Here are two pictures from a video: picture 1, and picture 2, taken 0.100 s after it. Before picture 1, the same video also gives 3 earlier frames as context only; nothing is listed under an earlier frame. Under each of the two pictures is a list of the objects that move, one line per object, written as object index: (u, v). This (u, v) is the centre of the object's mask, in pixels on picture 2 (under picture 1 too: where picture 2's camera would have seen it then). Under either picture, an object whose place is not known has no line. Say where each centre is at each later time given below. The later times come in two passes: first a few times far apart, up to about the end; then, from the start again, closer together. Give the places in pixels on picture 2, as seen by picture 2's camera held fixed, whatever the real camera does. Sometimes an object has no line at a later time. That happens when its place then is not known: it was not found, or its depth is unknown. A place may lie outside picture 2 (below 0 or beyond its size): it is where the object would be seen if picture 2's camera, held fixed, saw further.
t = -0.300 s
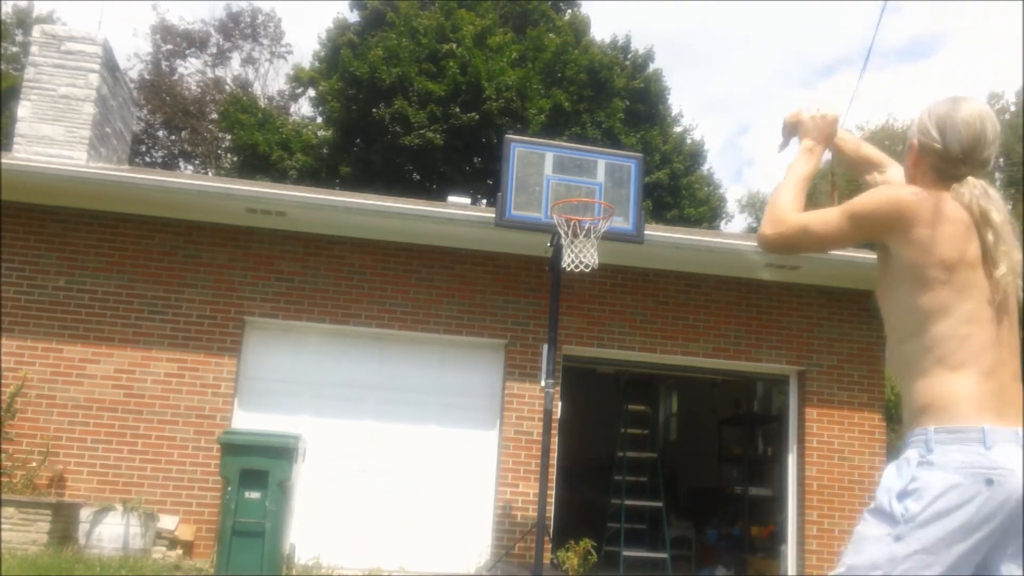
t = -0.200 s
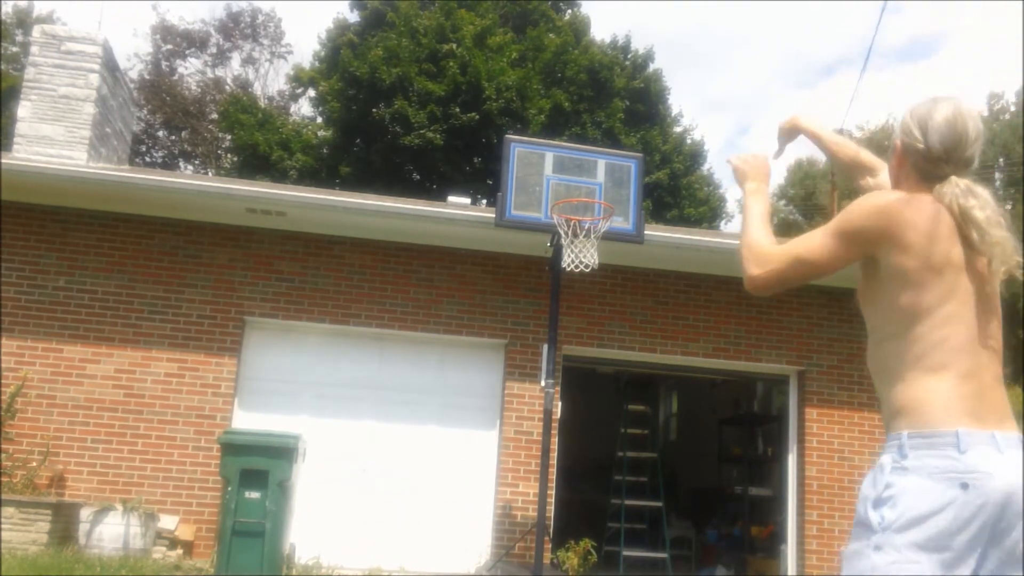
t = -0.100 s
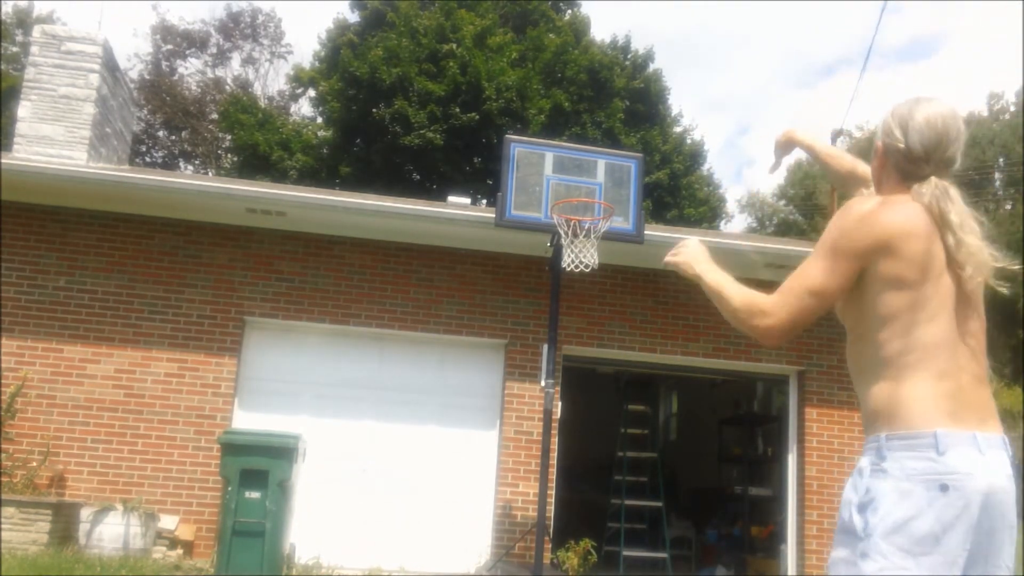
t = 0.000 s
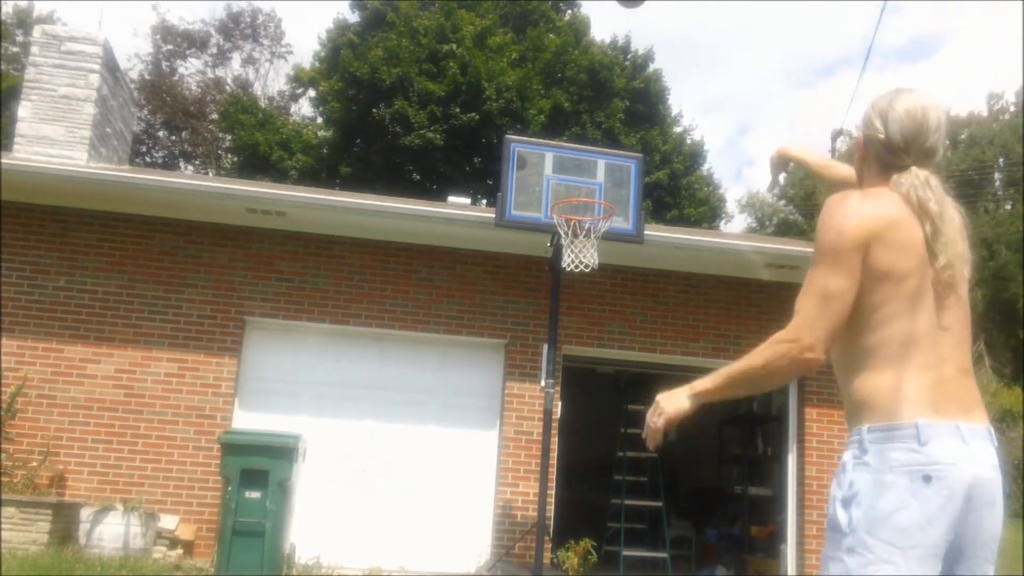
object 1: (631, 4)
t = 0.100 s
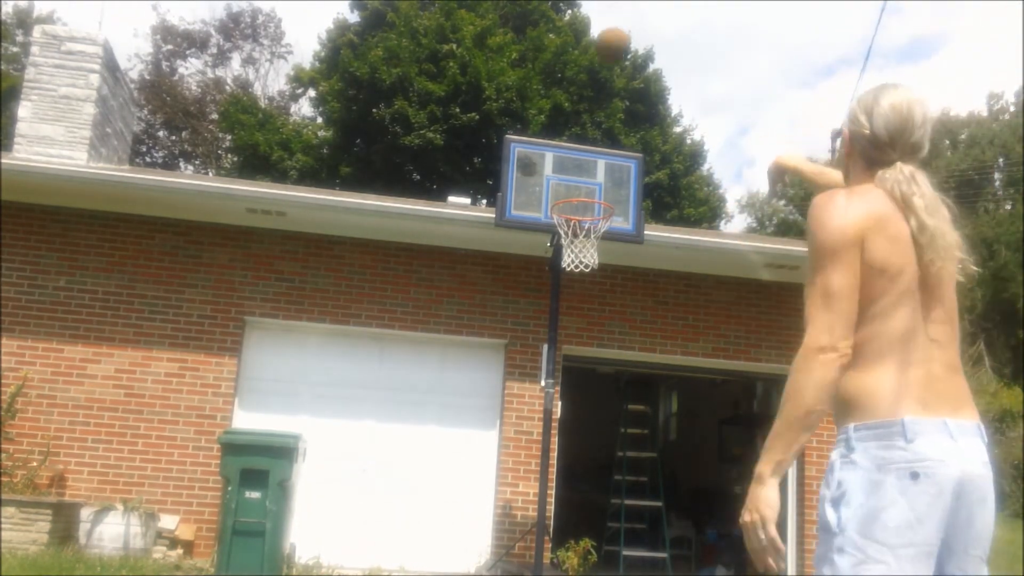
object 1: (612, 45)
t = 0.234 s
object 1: (589, 130)
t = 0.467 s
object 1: (595, 256)
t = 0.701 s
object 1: (627, 300)
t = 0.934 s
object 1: (657, 427)
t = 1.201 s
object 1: (685, 560)
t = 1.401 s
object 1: (692, 438)
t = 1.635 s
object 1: (697, 360)
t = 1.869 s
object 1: (701, 362)
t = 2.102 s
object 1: (705, 462)
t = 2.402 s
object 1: (714, 565)
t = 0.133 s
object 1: (605, 67)
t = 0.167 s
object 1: (599, 88)
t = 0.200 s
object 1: (594, 108)
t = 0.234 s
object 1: (589, 130)
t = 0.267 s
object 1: (583, 153)
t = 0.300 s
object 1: (578, 177)
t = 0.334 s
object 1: (573, 201)
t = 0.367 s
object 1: (573, 221)
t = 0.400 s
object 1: (581, 232)
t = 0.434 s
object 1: (588, 248)
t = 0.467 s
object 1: (595, 256)
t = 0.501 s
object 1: (600, 256)
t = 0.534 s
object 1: (606, 256)
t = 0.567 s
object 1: (612, 260)
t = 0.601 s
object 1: (614, 269)
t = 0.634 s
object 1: (618, 276)
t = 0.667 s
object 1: (622, 286)
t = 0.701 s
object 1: (627, 300)
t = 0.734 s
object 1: (631, 313)
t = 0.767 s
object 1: (635, 327)
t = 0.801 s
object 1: (639, 344)
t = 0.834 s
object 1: (643, 361)
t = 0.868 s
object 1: (647, 382)
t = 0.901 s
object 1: (651, 403)
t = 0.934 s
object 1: (657, 427)
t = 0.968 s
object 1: (661, 452)
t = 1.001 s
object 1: (665, 480)
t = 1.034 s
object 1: (670, 510)
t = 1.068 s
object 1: (675, 542)
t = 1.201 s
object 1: (685, 560)
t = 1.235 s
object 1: (687, 537)
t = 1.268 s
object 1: (688, 513)
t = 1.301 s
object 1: (689, 493)
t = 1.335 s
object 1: (689, 473)
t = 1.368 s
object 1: (690, 454)
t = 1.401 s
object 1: (692, 438)
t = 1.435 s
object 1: (692, 422)
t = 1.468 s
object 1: (693, 408)
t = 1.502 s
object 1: (694, 396)
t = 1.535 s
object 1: (695, 386)
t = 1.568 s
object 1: (695, 376)
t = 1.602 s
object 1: (697, 368)
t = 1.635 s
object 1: (697, 360)
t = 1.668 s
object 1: (698, 356)
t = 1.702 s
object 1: (698, 353)
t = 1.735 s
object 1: (699, 352)
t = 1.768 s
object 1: (699, 352)
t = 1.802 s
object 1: (700, 354)
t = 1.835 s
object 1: (701, 357)
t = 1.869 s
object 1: (701, 362)
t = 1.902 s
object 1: (702, 371)
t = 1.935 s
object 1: (702, 380)
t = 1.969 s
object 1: (703, 392)
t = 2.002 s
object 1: (703, 405)
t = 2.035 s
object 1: (704, 422)
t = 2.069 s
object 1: (704, 440)
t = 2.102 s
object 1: (705, 462)
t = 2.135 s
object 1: (706, 486)
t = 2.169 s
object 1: (706, 512)
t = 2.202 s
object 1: (706, 542)
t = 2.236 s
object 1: (707, 564)
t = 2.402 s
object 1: (714, 565)
